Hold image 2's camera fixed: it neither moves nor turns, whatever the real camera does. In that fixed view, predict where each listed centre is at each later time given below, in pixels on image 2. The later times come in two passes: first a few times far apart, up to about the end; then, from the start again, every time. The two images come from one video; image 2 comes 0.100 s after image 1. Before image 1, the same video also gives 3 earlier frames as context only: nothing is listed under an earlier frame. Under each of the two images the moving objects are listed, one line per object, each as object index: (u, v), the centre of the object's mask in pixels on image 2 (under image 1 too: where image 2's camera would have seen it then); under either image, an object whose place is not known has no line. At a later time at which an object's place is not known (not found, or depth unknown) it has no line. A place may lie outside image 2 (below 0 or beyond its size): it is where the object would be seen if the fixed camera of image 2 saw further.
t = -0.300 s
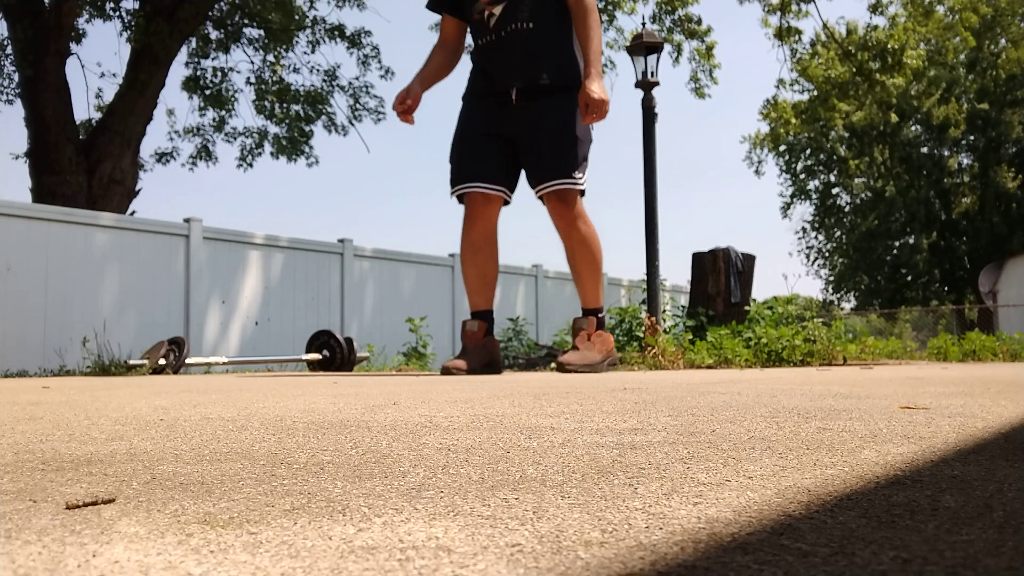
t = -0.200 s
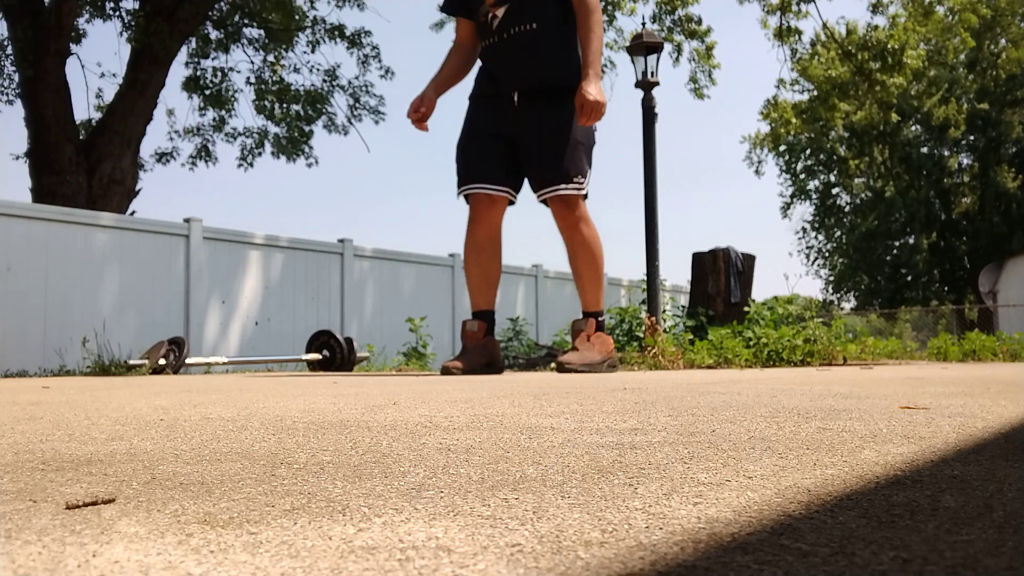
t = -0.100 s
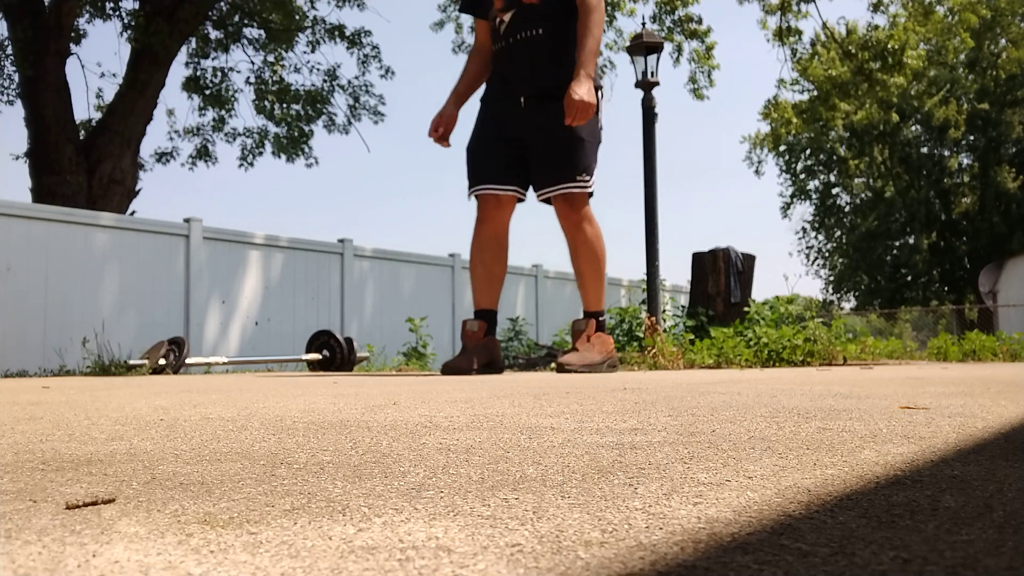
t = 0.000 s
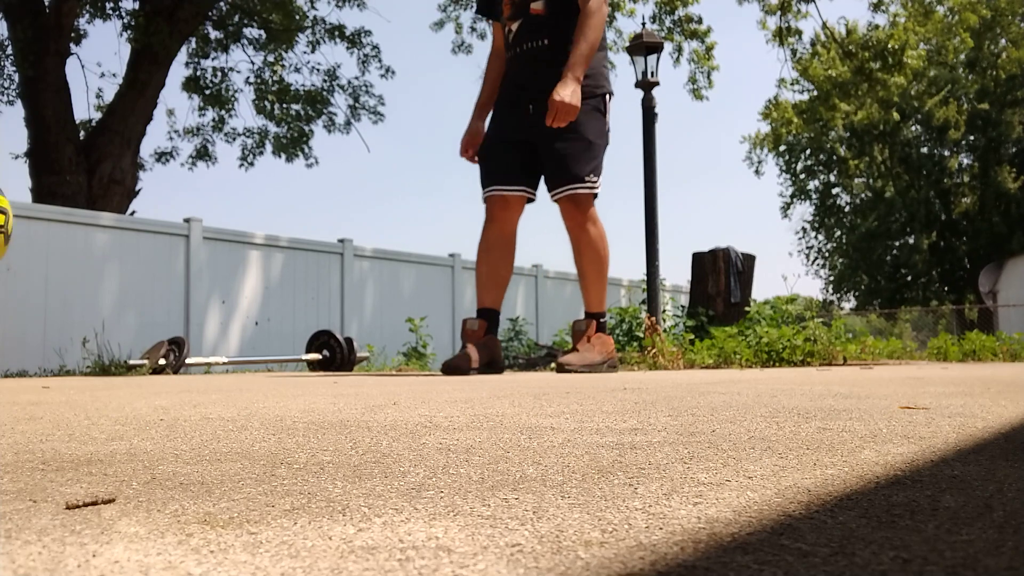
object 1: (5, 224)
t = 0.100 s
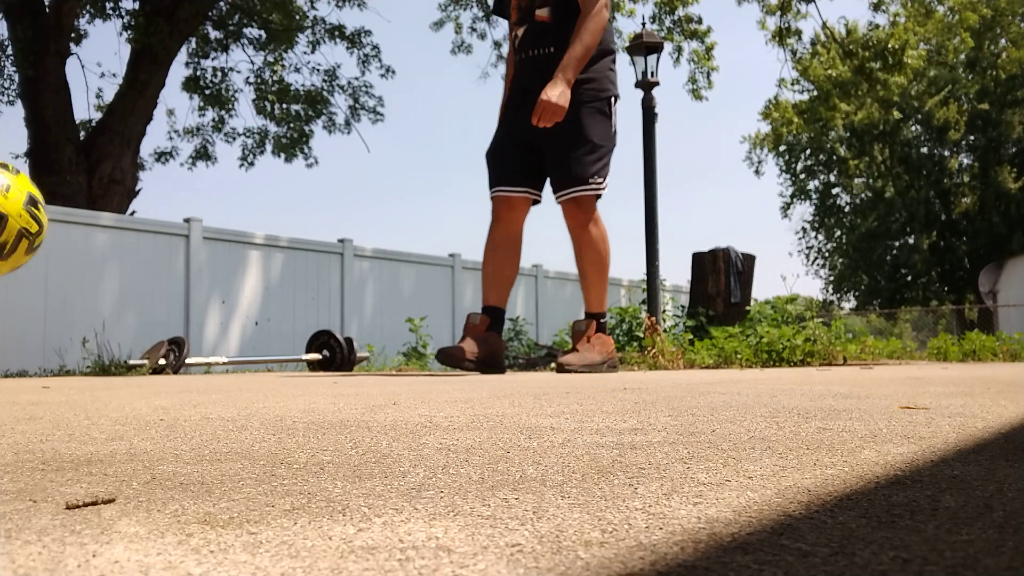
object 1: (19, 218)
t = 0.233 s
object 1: (37, 291)
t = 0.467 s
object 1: (86, 259)
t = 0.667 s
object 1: (133, 316)
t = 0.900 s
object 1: (187, 318)
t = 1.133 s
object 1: (238, 317)
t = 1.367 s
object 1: (287, 329)
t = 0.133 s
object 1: (24, 228)
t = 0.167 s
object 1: (29, 244)
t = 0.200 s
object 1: (33, 265)
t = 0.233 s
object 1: (37, 291)
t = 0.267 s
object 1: (42, 323)
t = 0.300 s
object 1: (47, 317)
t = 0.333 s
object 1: (53, 293)
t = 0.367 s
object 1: (60, 276)
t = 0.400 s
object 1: (69, 265)
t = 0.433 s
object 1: (78, 260)
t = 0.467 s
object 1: (86, 259)
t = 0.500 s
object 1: (94, 265)
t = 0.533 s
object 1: (102, 276)
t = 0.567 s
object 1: (110, 291)
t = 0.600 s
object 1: (117, 312)
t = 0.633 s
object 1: (124, 334)
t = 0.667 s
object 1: (133, 316)
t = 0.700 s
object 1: (141, 301)
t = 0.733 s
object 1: (150, 291)
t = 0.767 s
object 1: (157, 286)
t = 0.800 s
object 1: (165, 287)
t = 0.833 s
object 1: (173, 293)
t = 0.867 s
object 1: (180, 303)
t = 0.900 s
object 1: (187, 318)
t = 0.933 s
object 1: (193, 336)
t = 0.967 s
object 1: (202, 322)
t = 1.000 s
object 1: (209, 311)
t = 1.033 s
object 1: (217, 306)
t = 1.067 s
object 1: (224, 305)
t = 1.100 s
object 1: (231, 309)
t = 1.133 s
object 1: (238, 317)
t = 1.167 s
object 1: (245, 331)
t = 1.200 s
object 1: (252, 331)
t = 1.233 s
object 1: (260, 321)
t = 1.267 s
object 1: (267, 316)
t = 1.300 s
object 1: (274, 316)
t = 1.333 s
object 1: (280, 320)
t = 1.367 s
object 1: (287, 329)
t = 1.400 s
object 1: (293, 336)
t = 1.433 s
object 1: (299, 328)
